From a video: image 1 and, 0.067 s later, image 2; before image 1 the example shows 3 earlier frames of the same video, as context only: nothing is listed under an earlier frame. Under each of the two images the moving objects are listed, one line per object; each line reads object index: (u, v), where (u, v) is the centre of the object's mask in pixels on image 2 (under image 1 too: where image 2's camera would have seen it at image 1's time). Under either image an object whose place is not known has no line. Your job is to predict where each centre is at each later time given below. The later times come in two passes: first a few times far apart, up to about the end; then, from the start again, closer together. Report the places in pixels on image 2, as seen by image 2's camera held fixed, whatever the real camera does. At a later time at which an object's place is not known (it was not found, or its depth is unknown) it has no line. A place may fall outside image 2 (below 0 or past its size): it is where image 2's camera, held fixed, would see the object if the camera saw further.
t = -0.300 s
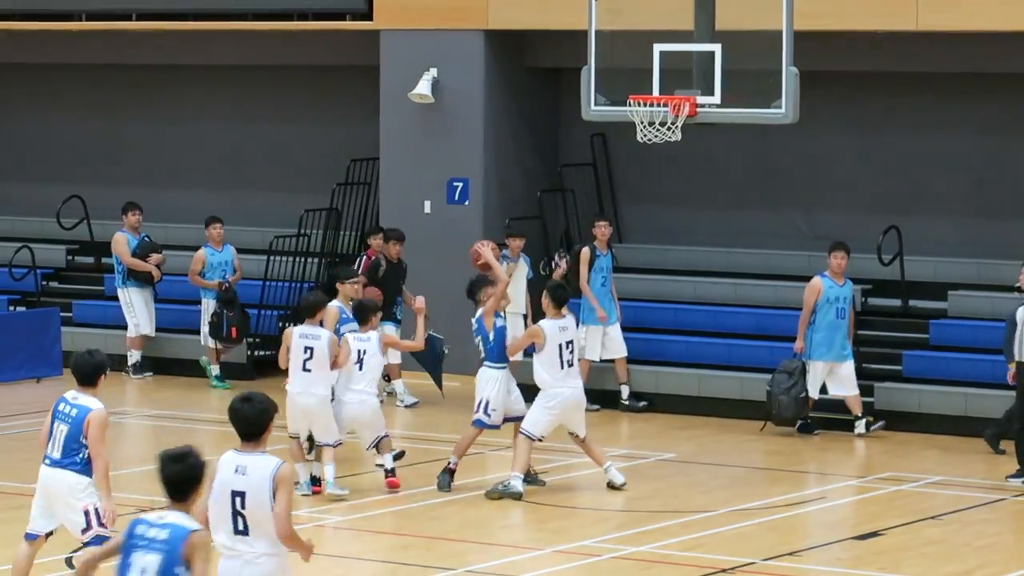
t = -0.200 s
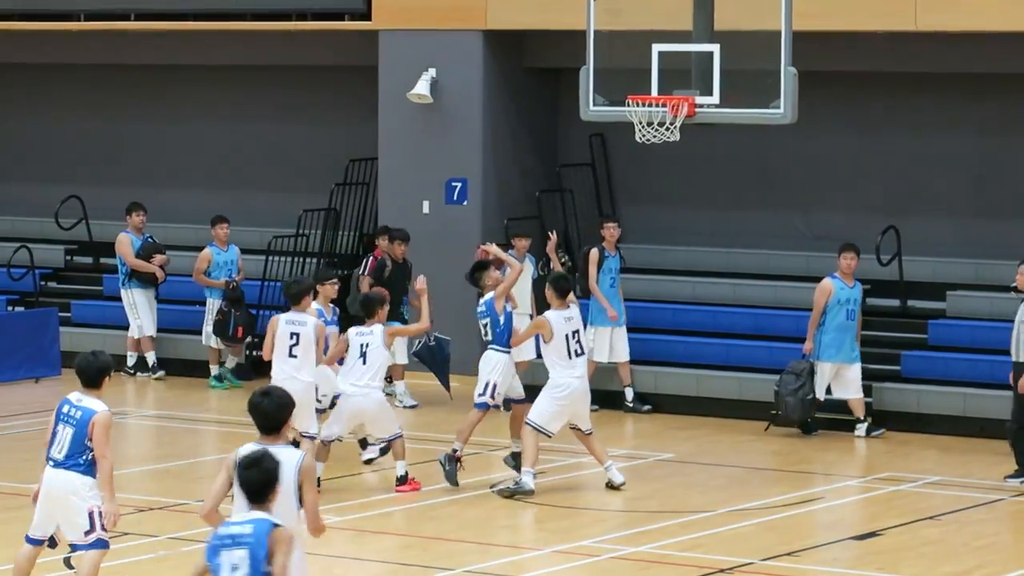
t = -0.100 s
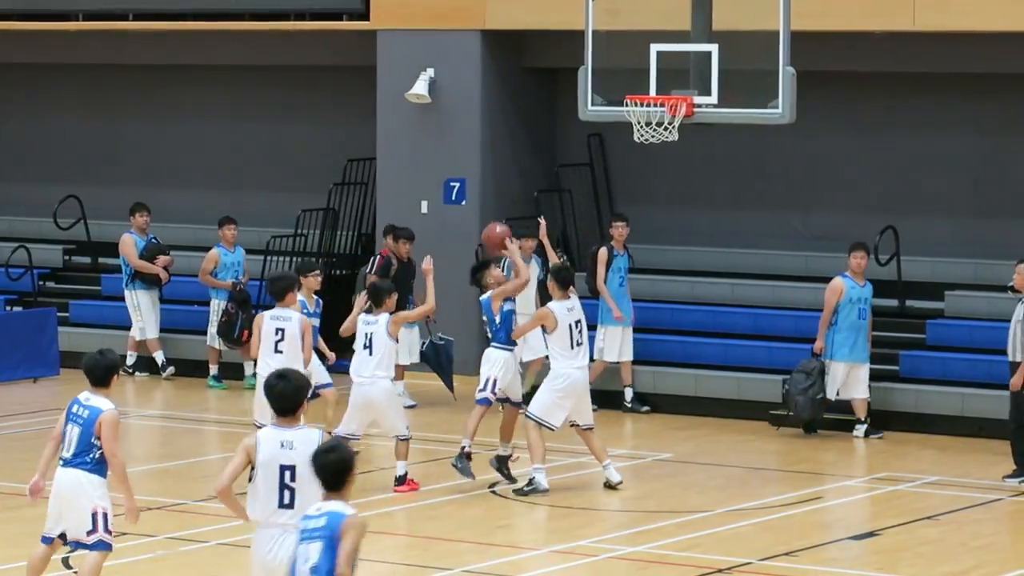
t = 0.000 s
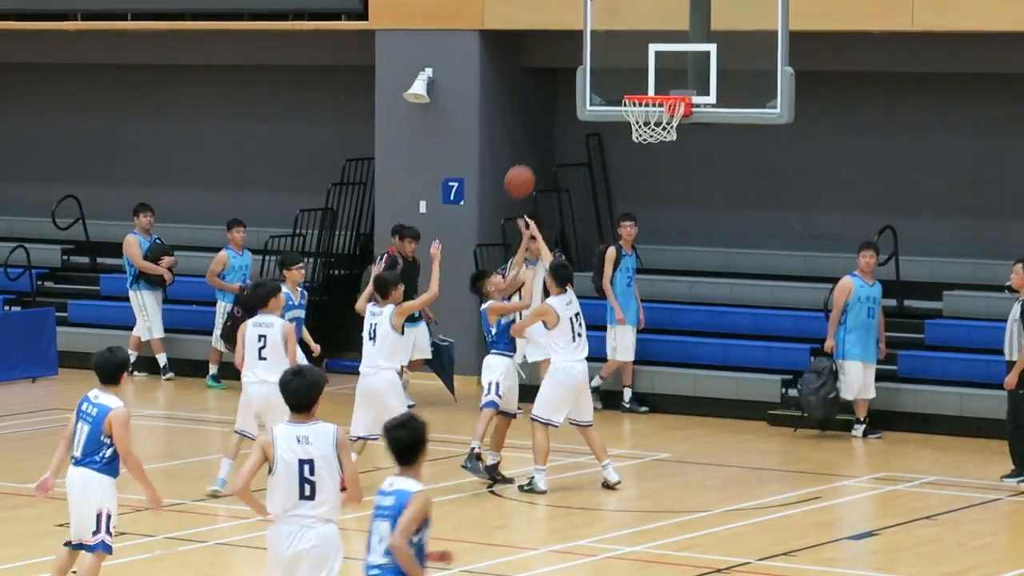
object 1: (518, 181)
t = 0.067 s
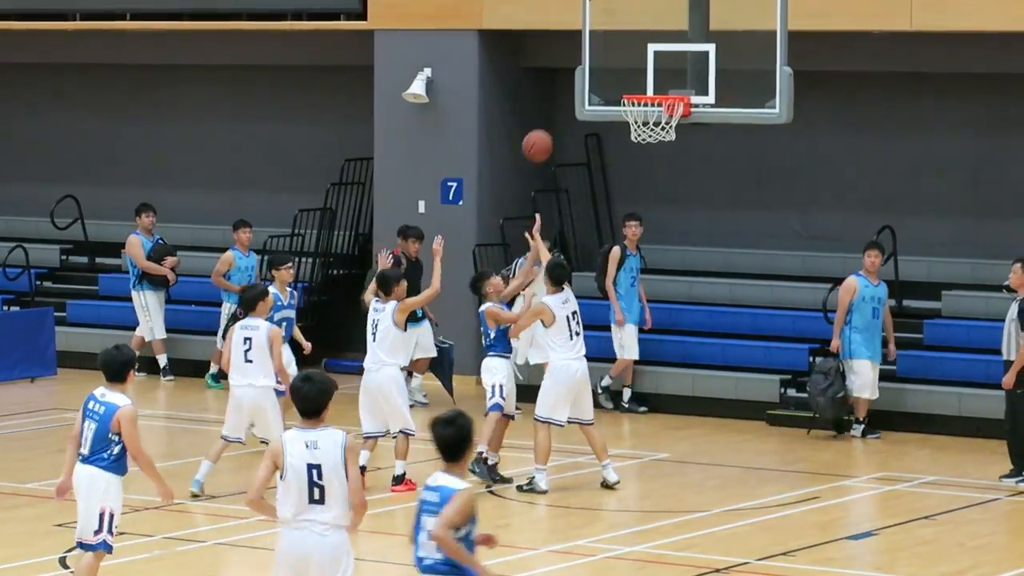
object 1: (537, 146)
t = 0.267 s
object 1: (596, 69)
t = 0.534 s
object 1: (669, 42)
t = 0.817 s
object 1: (679, 71)
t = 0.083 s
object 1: (542, 137)
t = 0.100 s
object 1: (547, 129)
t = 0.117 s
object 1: (552, 122)
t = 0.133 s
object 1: (556, 115)
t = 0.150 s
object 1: (561, 108)
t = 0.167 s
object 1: (566, 102)
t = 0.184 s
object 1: (570, 96)
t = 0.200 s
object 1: (576, 89)
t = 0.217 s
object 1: (581, 83)
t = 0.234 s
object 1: (586, 78)
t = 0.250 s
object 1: (591, 74)
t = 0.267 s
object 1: (596, 69)
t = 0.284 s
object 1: (601, 65)
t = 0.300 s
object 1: (605, 61)
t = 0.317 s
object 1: (609, 57)
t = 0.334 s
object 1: (614, 54)
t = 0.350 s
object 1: (619, 51)
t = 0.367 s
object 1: (623, 48)
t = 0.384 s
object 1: (629, 47)
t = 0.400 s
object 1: (634, 45)
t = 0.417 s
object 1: (638, 43)
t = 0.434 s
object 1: (644, 42)
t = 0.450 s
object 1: (648, 42)
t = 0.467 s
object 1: (653, 41)
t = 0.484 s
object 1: (657, 40)
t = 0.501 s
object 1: (663, 41)
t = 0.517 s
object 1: (667, 42)
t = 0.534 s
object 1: (669, 42)
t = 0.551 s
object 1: (670, 42)
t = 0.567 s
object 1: (671, 43)
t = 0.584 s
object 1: (672, 45)
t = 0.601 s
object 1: (673, 46)
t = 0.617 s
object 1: (674, 49)
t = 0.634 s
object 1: (675, 51)
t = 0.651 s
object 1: (676, 55)
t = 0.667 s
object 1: (677, 58)
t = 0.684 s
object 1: (679, 62)
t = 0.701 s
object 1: (680, 66)
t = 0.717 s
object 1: (682, 70)
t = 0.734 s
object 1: (683, 74)
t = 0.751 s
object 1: (684, 79)
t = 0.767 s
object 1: (684, 81)
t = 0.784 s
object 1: (682, 77)
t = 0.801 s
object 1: (681, 74)
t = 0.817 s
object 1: (679, 71)
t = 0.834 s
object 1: (679, 69)
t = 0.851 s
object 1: (677, 67)
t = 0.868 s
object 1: (676, 65)
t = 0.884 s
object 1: (675, 63)
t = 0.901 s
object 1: (672, 62)
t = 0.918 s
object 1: (671, 61)
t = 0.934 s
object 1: (670, 61)
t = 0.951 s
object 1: (669, 60)
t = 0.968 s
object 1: (667, 61)
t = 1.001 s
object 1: (664, 62)
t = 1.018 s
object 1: (663, 63)
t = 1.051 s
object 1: (659, 66)
